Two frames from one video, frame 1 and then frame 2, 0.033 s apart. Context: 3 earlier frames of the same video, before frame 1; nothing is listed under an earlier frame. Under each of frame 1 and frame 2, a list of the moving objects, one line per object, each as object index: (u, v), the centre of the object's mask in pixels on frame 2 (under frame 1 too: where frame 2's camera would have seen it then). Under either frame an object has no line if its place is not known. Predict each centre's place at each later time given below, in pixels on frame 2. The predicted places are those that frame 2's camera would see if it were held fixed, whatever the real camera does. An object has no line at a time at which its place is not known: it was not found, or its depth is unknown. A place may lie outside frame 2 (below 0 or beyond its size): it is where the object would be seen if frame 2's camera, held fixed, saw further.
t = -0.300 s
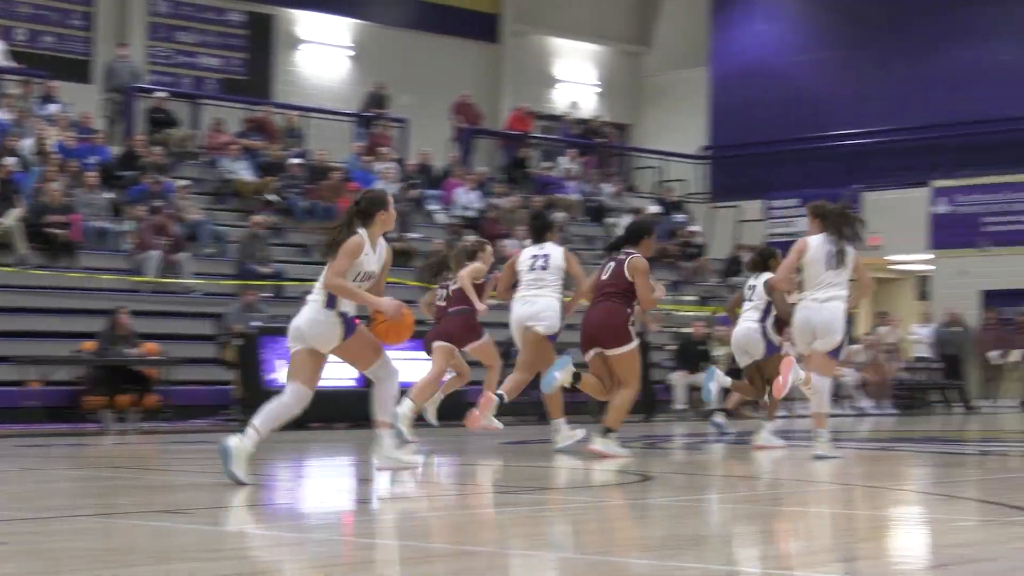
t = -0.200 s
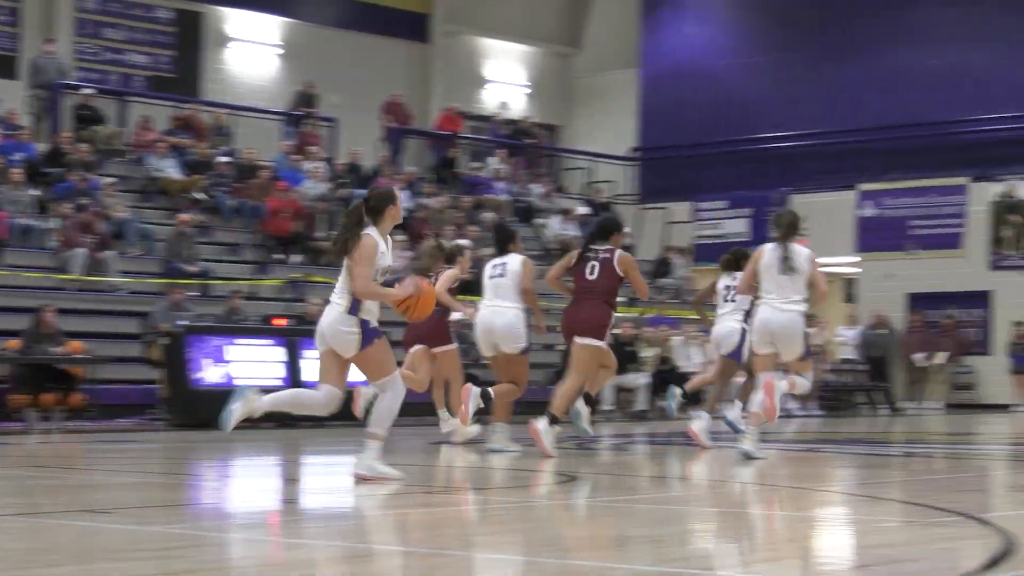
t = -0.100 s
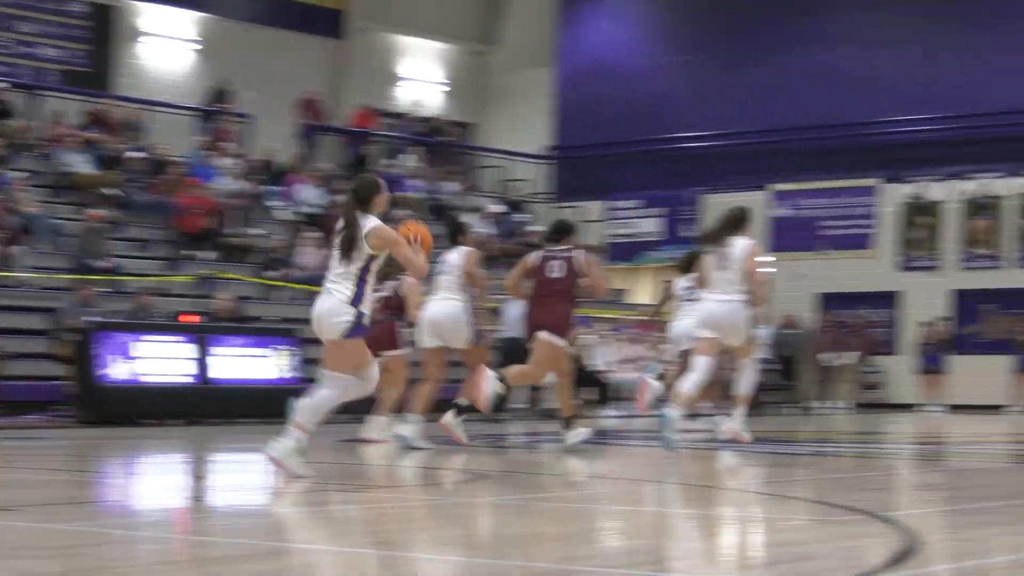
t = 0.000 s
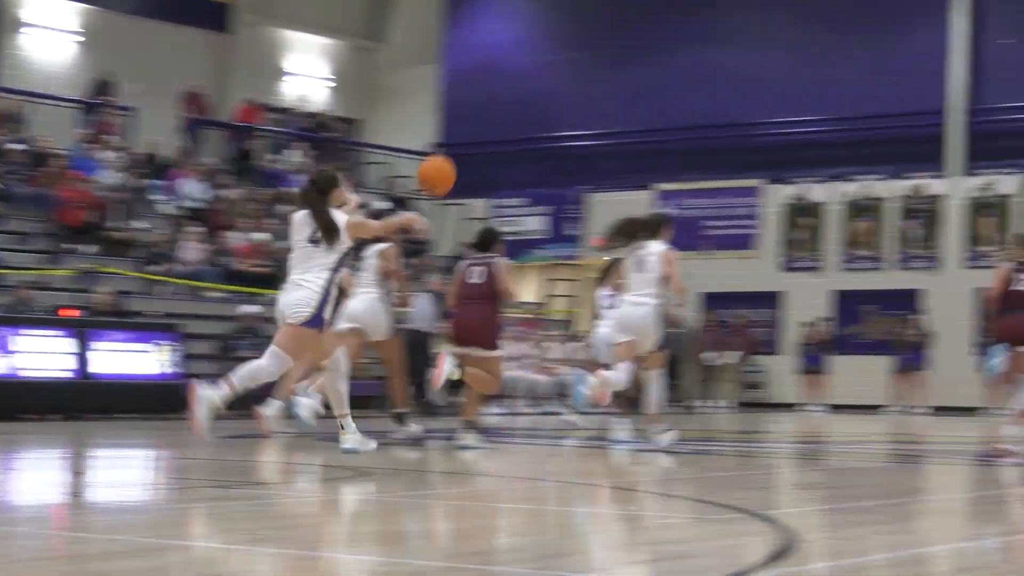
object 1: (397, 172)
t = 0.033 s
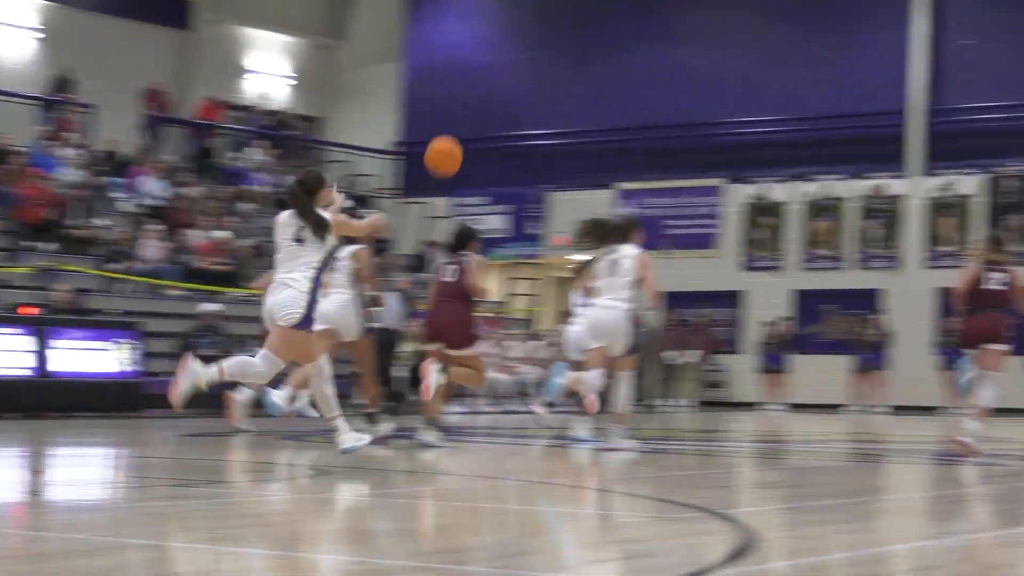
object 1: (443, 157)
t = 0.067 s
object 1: (487, 143)
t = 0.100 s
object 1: (527, 130)
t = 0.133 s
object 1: (565, 119)
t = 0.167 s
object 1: (601, 109)
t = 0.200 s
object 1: (635, 102)
